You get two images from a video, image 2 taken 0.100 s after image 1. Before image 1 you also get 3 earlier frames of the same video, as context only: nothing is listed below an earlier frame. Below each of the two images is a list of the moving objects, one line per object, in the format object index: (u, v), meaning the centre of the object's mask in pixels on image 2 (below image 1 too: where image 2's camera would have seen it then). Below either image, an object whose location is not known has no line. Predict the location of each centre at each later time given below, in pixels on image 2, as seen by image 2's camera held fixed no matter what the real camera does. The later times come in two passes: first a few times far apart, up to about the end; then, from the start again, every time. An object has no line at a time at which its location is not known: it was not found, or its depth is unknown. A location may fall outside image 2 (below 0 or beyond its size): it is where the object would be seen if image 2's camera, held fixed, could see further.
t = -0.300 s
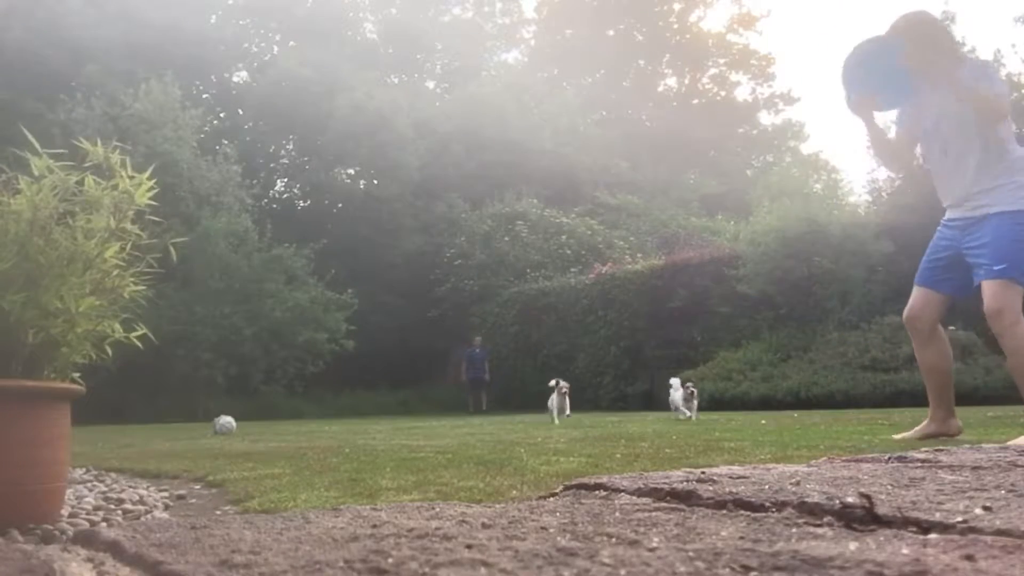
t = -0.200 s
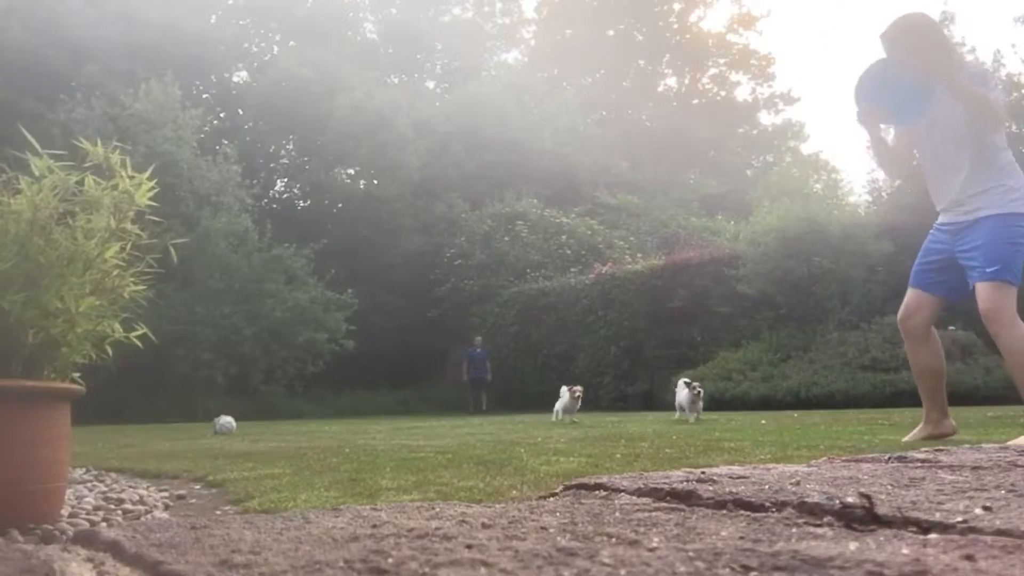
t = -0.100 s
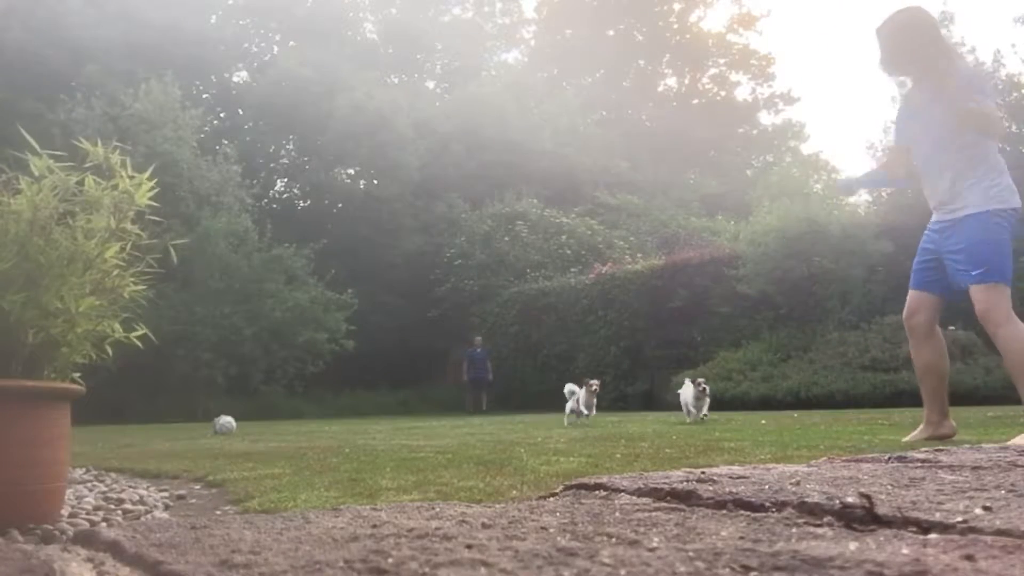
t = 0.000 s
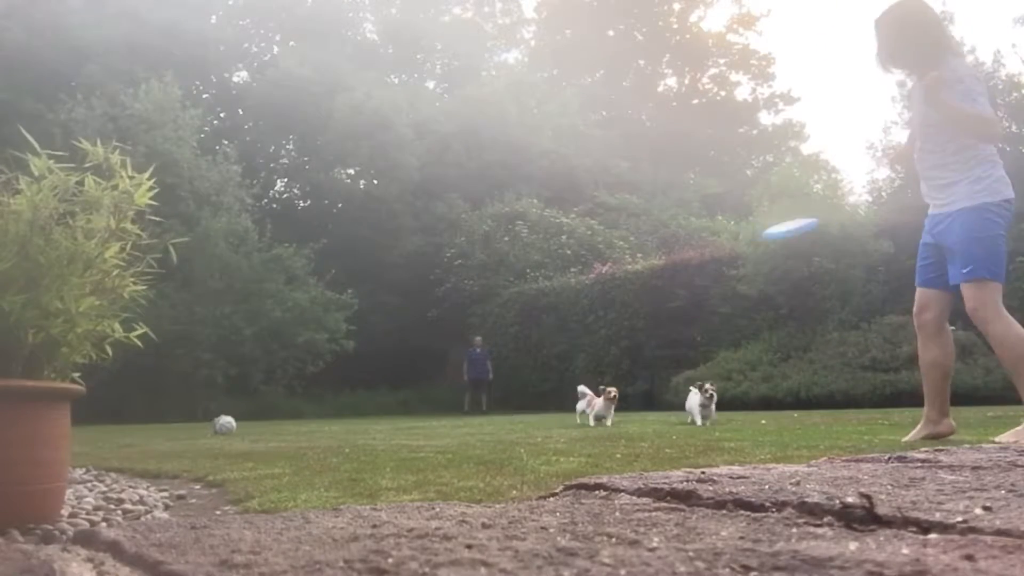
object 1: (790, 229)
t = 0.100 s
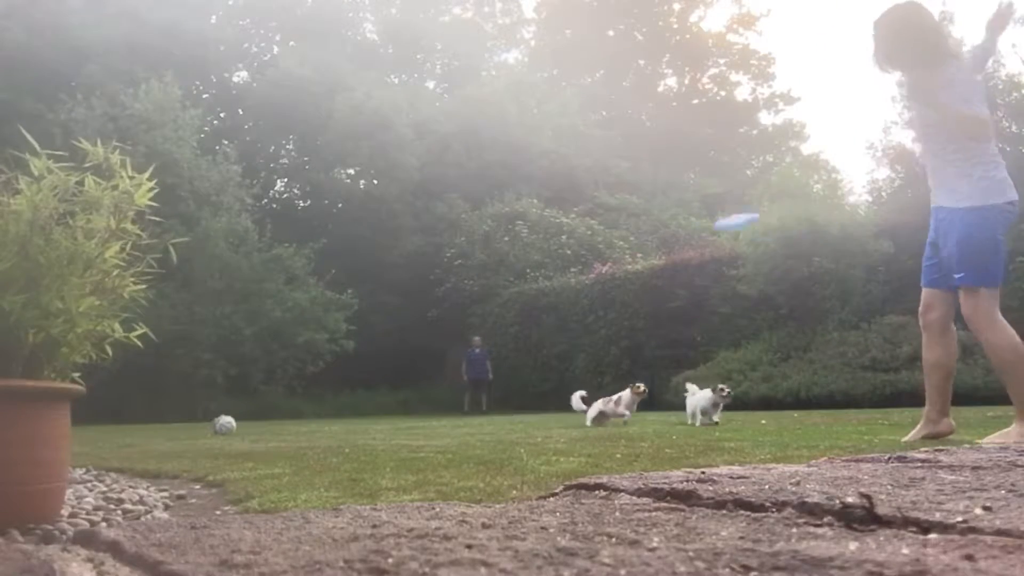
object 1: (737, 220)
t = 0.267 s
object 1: (680, 213)
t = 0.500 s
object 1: (629, 212)
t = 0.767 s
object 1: (595, 234)
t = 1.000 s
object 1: (571, 254)
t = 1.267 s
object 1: (548, 271)
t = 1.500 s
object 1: (529, 284)
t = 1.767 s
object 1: (507, 306)
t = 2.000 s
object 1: (486, 327)
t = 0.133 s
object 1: (723, 218)
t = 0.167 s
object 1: (711, 216)
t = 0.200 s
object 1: (701, 214)
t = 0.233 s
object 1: (689, 214)
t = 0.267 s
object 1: (680, 213)
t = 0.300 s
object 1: (670, 212)
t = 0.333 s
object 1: (662, 211)
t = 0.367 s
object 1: (654, 211)
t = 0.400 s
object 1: (647, 210)
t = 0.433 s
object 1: (640, 210)
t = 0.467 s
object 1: (636, 211)
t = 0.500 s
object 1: (629, 212)
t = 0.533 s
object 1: (624, 214)
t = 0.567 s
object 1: (618, 216)
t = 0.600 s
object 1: (614, 219)
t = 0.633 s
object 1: (610, 223)
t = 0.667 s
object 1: (605, 226)
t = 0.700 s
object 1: (602, 228)
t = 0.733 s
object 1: (598, 232)
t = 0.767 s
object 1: (595, 234)
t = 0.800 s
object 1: (591, 237)
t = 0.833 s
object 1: (587, 241)
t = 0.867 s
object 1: (584, 244)
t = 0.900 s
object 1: (580, 246)
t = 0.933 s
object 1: (578, 250)
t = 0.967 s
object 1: (574, 252)
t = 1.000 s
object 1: (571, 254)
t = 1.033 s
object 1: (568, 257)
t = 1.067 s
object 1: (565, 259)
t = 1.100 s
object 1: (563, 261)
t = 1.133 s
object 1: (560, 262)
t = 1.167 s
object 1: (557, 265)
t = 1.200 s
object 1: (554, 267)
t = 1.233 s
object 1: (551, 269)
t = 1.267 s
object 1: (548, 271)
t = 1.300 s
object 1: (546, 272)
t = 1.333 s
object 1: (542, 274)
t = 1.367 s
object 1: (540, 275)
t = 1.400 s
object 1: (537, 277)
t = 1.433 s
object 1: (534, 279)
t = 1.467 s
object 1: (532, 281)
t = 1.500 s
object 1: (529, 284)
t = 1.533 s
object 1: (525, 286)
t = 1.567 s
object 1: (523, 288)
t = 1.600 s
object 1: (520, 291)
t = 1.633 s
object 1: (518, 293)
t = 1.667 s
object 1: (515, 296)
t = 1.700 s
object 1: (513, 300)
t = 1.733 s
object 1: (510, 303)
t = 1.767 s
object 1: (507, 306)
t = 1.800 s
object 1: (504, 309)
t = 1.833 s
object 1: (502, 312)
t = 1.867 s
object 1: (499, 316)
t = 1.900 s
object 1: (495, 319)
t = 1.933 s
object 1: (493, 322)
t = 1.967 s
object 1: (489, 325)
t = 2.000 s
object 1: (486, 327)
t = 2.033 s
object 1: (483, 330)
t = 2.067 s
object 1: (479, 333)
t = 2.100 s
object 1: (476, 336)
